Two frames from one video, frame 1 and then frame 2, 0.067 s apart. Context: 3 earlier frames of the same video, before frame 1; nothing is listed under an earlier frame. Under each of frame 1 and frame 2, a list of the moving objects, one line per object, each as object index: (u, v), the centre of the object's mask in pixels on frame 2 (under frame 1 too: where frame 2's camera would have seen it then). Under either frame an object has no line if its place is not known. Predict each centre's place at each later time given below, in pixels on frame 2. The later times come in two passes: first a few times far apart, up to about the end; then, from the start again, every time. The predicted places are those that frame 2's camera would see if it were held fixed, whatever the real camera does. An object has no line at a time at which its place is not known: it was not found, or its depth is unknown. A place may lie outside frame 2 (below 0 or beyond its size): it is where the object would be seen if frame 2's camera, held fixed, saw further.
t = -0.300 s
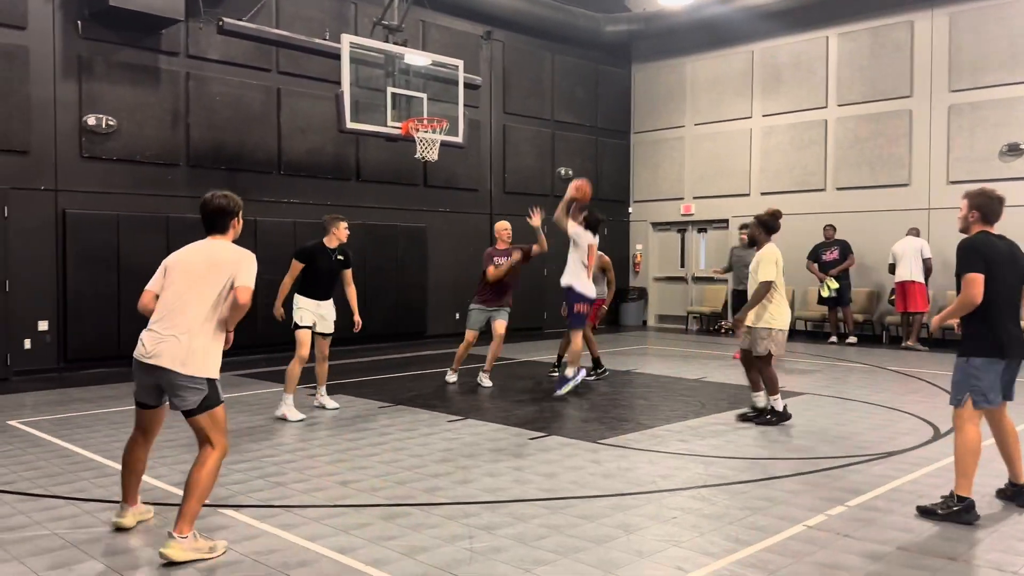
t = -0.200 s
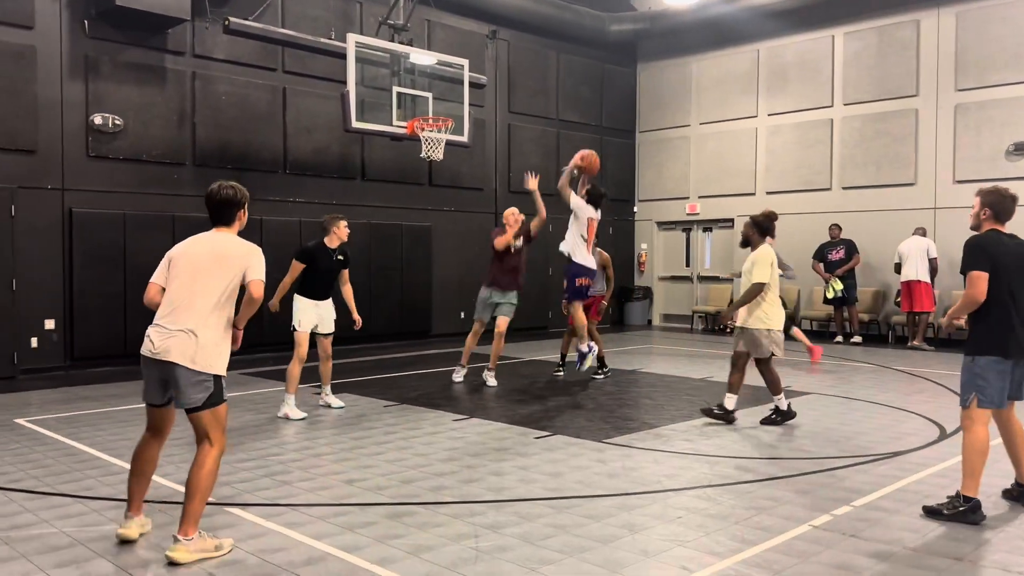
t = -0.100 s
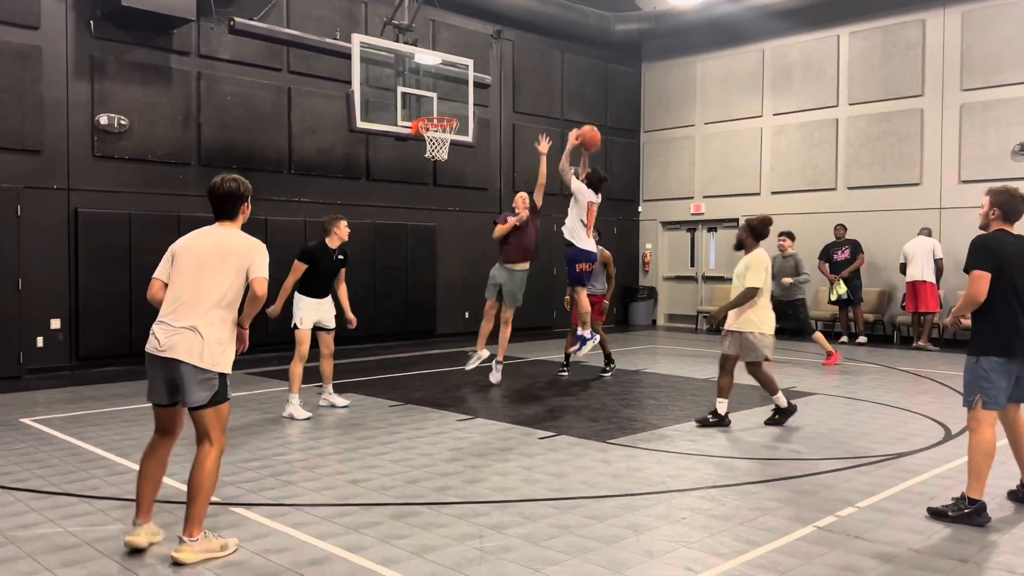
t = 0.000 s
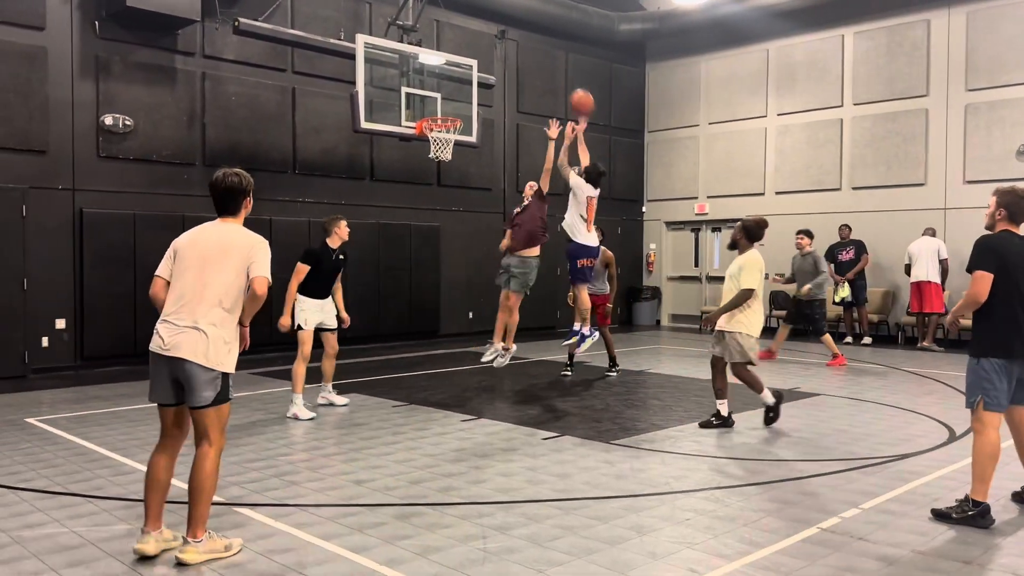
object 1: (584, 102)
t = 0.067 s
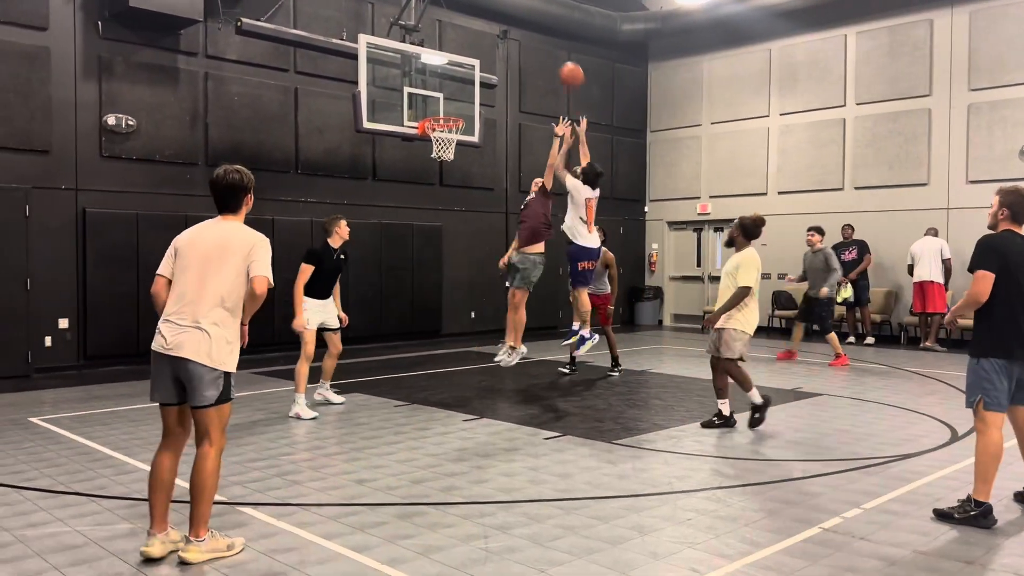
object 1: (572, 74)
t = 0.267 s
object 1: (536, 24)
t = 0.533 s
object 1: (495, 19)
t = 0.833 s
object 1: (454, 82)
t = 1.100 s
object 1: (458, 110)
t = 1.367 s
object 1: (486, 138)
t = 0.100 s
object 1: (565, 63)
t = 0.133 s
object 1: (560, 52)
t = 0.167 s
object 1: (554, 43)
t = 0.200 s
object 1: (548, 36)
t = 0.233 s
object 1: (542, 29)
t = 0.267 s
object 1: (536, 24)
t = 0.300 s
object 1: (531, 20)
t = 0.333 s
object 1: (525, 17)
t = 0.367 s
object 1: (520, 15)
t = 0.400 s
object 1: (514, 14)
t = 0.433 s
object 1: (509, 14)
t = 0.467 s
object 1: (504, 14)
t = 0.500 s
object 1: (499, 16)
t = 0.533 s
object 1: (495, 19)
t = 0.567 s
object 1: (490, 22)
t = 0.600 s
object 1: (485, 27)
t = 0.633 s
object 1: (481, 31)
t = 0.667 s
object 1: (476, 39)
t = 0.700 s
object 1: (472, 46)
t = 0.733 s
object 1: (467, 54)
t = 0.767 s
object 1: (462, 63)
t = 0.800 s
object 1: (458, 73)
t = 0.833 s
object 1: (454, 82)
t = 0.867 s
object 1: (450, 93)
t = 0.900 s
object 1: (446, 106)
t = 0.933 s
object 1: (442, 113)
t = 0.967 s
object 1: (445, 112)
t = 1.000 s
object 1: (448, 110)
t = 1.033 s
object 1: (452, 109)
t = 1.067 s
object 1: (455, 109)
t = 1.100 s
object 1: (458, 110)
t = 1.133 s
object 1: (463, 110)
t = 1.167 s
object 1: (466, 112)
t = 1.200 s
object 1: (469, 114)
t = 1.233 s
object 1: (472, 117)
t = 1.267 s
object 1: (476, 122)
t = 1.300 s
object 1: (480, 126)
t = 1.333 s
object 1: (483, 133)
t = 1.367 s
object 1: (486, 138)
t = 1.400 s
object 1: (490, 145)
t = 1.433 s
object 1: (493, 153)
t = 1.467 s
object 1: (496, 163)
